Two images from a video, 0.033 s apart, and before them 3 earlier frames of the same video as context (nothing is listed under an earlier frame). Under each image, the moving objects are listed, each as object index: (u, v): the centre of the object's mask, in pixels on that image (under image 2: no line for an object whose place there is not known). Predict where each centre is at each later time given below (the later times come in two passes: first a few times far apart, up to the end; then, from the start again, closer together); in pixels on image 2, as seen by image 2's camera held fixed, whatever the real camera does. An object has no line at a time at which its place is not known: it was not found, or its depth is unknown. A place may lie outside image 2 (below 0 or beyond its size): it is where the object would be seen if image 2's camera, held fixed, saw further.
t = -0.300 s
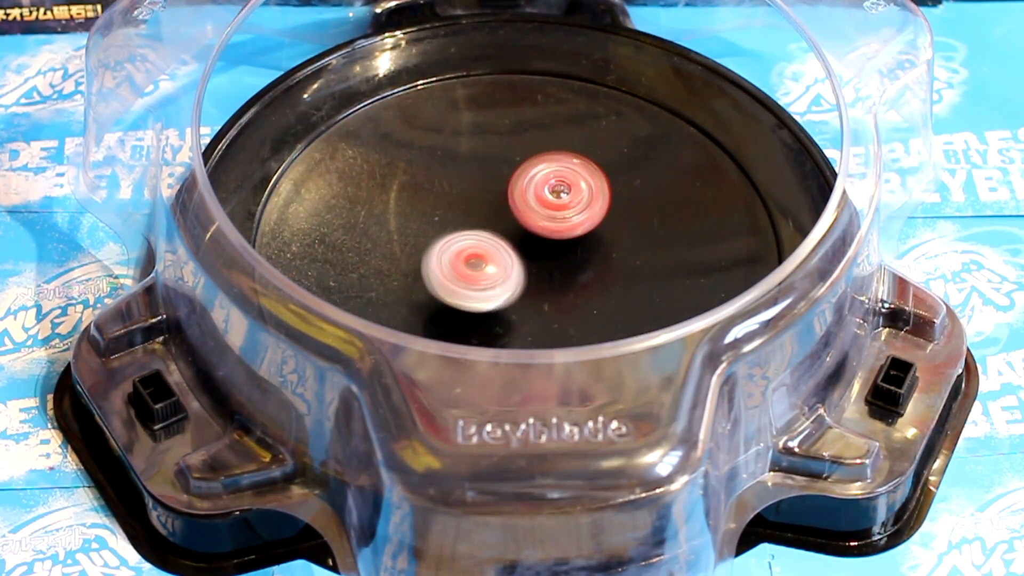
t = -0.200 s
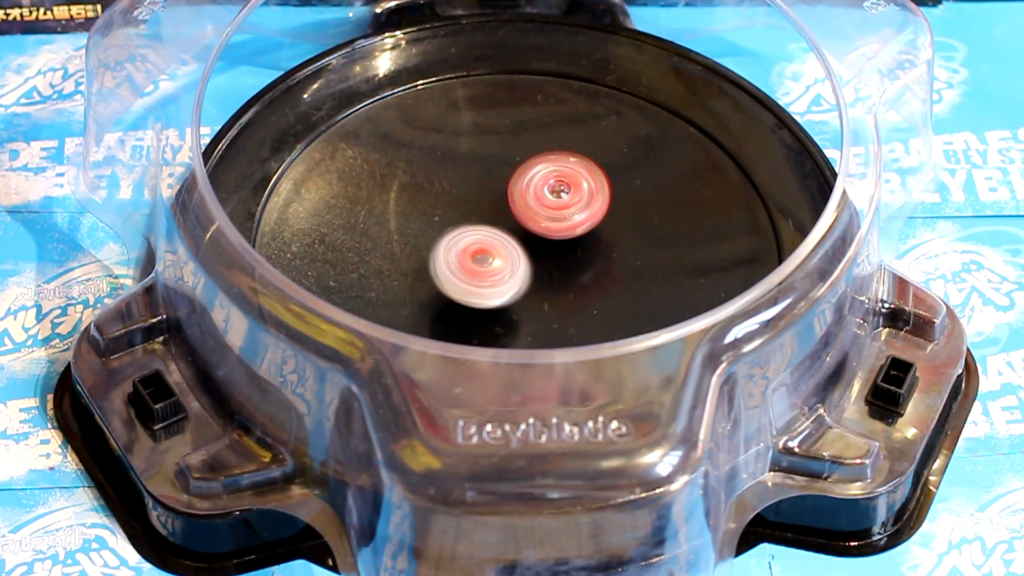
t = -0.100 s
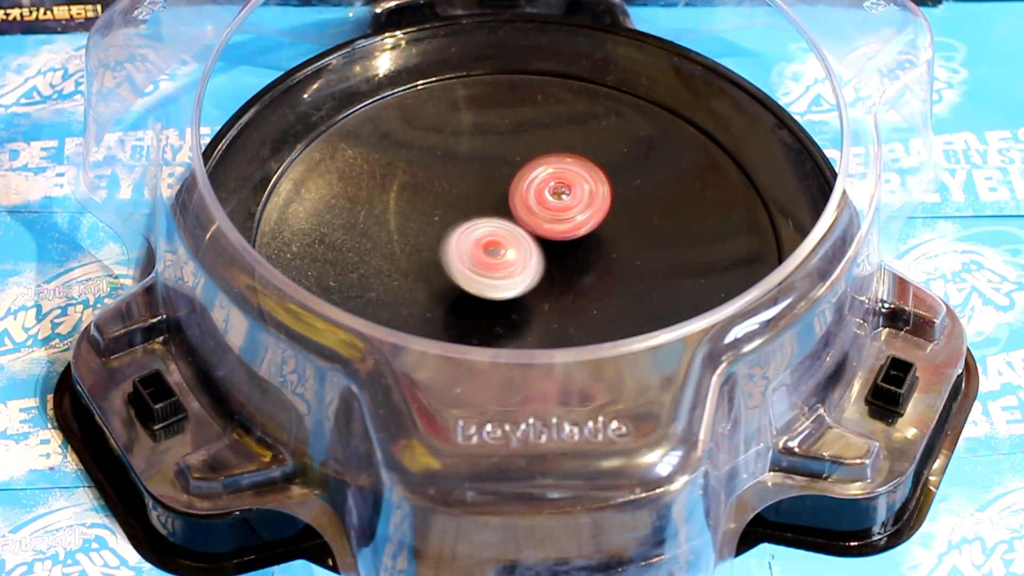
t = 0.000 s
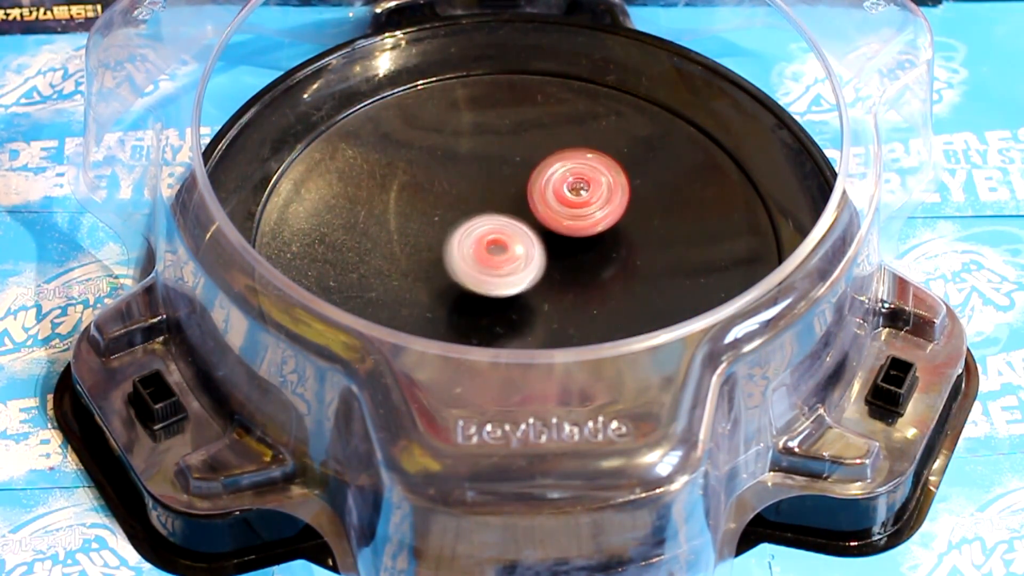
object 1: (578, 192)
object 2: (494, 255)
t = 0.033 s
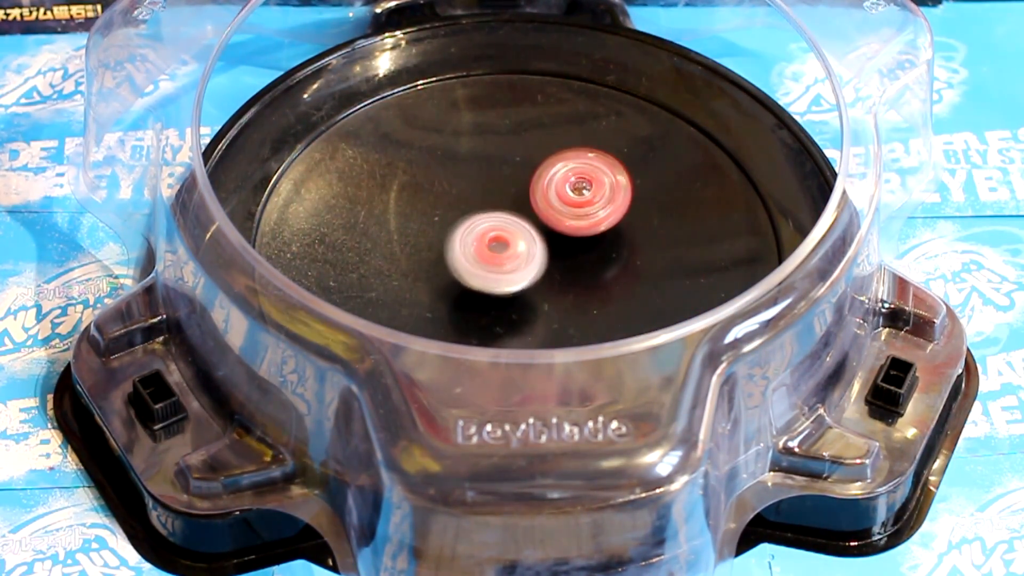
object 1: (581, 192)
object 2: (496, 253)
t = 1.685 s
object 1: (580, 260)
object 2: (464, 297)
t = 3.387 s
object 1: (485, 222)
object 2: (495, 320)
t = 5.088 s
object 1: (565, 242)
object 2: (493, 181)
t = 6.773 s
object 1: (547, 208)
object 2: (441, 247)
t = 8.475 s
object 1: (516, 214)
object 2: (485, 292)
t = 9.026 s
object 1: (598, 228)
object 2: (472, 219)
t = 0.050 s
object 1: (582, 192)
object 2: (497, 252)
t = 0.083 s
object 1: (584, 192)
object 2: (499, 250)
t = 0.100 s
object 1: (584, 192)
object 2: (501, 248)
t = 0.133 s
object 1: (586, 193)
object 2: (503, 246)
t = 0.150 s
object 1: (588, 193)
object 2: (502, 245)
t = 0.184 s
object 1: (604, 187)
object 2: (490, 249)
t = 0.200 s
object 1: (609, 186)
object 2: (486, 250)
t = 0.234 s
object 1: (616, 184)
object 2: (481, 250)
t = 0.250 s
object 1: (617, 184)
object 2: (479, 250)
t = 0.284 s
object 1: (616, 186)
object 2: (478, 250)
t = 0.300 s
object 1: (614, 187)
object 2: (478, 249)
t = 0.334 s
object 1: (609, 189)
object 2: (479, 249)
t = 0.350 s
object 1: (606, 189)
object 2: (480, 249)
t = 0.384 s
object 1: (599, 190)
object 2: (483, 249)
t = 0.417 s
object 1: (592, 190)
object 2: (486, 249)
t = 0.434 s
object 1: (588, 190)
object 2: (488, 249)
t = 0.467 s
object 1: (583, 191)
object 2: (491, 249)
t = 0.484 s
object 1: (581, 191)
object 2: (493, 249)
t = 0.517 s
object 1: (579, 191)
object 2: (496, 250)
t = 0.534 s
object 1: (579, 192)
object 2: (498, 250)
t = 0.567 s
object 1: (578, 193)
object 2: (501, 251)
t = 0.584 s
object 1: (578, 193)
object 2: (502, 251)
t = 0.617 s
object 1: (589, 190)
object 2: (495, 254)
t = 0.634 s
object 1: (596, 188)
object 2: (490, 257)
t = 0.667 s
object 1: (605, 187)
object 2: (483, 260)
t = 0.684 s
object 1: (606, 188)
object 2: (481, 261)
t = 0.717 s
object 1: (605, 191)
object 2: (481, 262)
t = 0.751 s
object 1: (604, 194)
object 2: (481, 263)
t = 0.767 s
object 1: (603, 195)
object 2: (481, 263)
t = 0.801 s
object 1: (600, 199)
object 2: (482, 264)
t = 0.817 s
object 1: (599, 201)
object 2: (483, 264)
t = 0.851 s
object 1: (596, 206)
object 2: (486, 265)
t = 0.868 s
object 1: (594, 209)
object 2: (487, 265)
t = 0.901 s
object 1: (591, 214)
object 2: (490, 266)
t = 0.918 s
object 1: (590, 216)
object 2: (491, 265)
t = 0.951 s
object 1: (586, 221)
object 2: (493, 266)
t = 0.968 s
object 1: (585, 223)
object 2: (494, 266)
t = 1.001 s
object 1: (589, 226)
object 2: (489, 268)
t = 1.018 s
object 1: (589, 228)
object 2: (487, 268)
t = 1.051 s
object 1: (588, 231)
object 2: (485, 268)
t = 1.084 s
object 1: (586, 235)
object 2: (484, 268)
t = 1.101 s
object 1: (590, 236)
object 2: (478, 268)
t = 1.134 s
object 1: (611, 237)
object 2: (454, 270)
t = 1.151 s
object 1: (618, 237)
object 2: (443, 271)
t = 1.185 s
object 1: (627, 238)
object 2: (426, 275)
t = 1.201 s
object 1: (628, 239)
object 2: (418, 279)
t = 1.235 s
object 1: (628, 241)
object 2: (409, 286)
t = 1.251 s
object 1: (628, 241)
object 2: (404, 290)
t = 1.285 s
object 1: (627, 242)
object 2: (398, 296)
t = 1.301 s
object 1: (626, 243)
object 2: (397, 298)
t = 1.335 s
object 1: (624, 244)
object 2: (397, 302)
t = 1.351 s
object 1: (622, 245)
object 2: (398, 303)
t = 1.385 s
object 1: (620, 246)
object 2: (401, 305)
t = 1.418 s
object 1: (617, 247)
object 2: (407, 306)
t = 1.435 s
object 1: (615, 248)
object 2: (410, 307)
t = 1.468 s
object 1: (612, 250)
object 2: (418, 307)
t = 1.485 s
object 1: (610, 251)
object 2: (420, 307)
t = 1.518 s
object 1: (606, 252)
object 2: (428, 307)
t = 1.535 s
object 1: (603, 254)
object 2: (432, 308)
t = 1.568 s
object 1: (599, 255)
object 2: (439, 306)
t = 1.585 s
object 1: (596, 256)
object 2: (442, 305)
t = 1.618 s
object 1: (591, 257)
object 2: (450, 303)
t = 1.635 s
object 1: (588, 258)
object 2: (454, 302)
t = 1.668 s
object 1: (583, 259)
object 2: (460, 298)
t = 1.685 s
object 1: (580, 260)
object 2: (464, 297)
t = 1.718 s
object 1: (574, 261)
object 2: (472, 293)
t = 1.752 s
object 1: (596, 258)
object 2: (451, 286)
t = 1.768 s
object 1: (623, 252)
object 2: (423, 284)
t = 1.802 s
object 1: (668, 244)
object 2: (381, 274)
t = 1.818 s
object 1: (684, 239)
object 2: (363, 269)
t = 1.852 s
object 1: (711, 230)
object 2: (339, 260)
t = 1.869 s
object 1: (720, 226)
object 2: (329, 257)
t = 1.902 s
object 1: (729, 215)
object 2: (317, 252)
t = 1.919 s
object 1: (730, 210)
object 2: (311, 250)
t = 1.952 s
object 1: (728, 201)
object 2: (306, 248)
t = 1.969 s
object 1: (725, 197)
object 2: (305, 247)
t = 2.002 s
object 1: (718, 192)
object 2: (306, 247)
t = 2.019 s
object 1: (714, 190)
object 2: (308, 247)
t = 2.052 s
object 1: (704, 187)
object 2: (312, 248)
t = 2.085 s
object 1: (693, 187)
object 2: (322, 250)
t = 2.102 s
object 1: (687, 187)
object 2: (327, 250)
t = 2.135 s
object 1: (674, 187)
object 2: (338, 252)
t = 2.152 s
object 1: (669, 188)
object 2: (344, 253)
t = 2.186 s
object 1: (657, 190)
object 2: (356, 254)
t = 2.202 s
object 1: (650, 191)
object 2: (362, 254)
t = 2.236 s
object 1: (638, 195)
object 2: (376, 252)
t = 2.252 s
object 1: (632, 196)
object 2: (386, 250)
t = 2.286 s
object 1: (620, 200)
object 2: (404, 245)
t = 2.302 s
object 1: (614, 201)
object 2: (414, 243)
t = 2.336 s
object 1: (603, 205)
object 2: (434, 235)
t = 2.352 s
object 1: (597, 207)
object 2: (441, 231)
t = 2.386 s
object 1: (588, 210)
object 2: (461, 223)
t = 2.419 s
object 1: (579, 214)
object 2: (477, 213)
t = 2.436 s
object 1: (586, 217)
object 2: (477, 205)
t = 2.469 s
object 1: (602, 225)
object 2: (473, 192)
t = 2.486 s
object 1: (609, 228)
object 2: (473, 185)
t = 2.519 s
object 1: (617, 233)
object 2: (473, 173)
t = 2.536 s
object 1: (619, 235)
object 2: (476, 167)
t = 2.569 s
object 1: (620, 237)
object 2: (480, 158)
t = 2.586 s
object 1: (620, 238)
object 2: (483, 154)
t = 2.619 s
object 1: (620, 240)
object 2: (489, 147)
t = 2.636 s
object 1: (619, 240)
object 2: (493, 145)
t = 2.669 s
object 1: (617, 242)
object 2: (500, 140)
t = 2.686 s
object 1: (616, 243)
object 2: (504, 139)
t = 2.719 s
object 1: (613, 244)
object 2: (511, 136)
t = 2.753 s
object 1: (610, 246)
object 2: (519, 136)
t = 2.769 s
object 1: (606, 247)
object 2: (526, 137)
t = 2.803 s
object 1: (597, 252)
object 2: (542, 142)
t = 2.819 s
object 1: (592, 254)
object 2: (549, 147)
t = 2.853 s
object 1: (583, 258)
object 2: (564, 157)
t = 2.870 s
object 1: (578, 260)
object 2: (571, 163)
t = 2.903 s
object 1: (567, 263)
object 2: (587, 178)
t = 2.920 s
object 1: (562, 264)
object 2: (596, 185)
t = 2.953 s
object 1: (551, 266)
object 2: (616, 201)
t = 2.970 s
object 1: (545, 267)
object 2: (624, 208)
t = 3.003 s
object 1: (534, 267)
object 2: (642, 223)
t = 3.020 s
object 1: (528, 267)
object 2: (648, 231)
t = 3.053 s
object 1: (517, 266)
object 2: (657, 244)
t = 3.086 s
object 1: (507, 263)
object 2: (660, 259)
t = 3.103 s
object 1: (502, 261)
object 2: (659, 266)
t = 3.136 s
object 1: (493, 257)
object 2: (653, 278)
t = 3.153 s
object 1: (490, 255)
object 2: (646, 285)
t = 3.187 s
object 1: (484, 250)
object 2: (631, 295)
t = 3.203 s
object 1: (482, 248)
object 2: (623, 300)
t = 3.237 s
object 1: (478, 242)
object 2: (602, 309)
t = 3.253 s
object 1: (477, 240)
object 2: (592, 312)
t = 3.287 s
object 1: (476, 235)
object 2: (568, 318)
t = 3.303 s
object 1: (477, 232)
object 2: (554, 320)
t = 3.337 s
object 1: (479, 228)
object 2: (531, 322)
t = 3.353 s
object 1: (481, 226)
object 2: (519, 322)
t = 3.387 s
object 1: (485, 222)
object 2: (495, 320)
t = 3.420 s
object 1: (491, 219)
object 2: (474, 315)
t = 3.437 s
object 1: (495, 218)
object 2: (466, 312)
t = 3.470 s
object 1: (503, 217)
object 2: (449, 303)
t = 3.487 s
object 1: (507, 216)
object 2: (442, 297)
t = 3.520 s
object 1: (516, 215)
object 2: (432, 283)
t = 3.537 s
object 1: (521, 216)
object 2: (429, 276)
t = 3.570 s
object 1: (529, 217)
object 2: (425, 261)
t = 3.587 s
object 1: (534, 218)
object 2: (423, 253)
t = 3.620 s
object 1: (542, 221)
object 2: (422, 237)
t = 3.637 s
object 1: (546, 222)
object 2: (423, 229)
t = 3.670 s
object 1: (553, 226)
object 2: (429, 214)
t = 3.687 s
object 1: (556, 228)
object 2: (435, 207)
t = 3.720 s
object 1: (562, 233)
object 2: (447, 194)
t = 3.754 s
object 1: (566, 238)
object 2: (462, 183)
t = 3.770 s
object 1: (567, 241)
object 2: (471, 178)
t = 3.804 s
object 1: (569, 246)
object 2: (489, 168)
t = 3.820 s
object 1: (569, 249)
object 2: (497, 166)
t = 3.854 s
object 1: (569, 254)
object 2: (515, 164)
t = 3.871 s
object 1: (568, 257)
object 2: (524, 164)
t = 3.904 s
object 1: (565, 262)
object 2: (543, 167)
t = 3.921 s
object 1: (563, 264)
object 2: (551, 169)
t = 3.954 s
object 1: (559, 268)
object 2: (568, 178)
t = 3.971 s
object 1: (557, 270)
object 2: (577, 182)
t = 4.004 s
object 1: (551, 272)
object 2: (593, 193)
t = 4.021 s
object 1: (548, 273)
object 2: (603, 199)
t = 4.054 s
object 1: (542, 273)
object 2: (618, 211)
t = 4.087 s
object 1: (535, 273)
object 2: (630, 225)
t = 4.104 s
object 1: (531, 272)
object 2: (634, 231)
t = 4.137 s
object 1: (525, 270)
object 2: (638, 246)
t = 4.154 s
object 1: (522, 269)
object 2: (638, 252)
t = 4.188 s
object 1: (515, 265)
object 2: (633, 266)
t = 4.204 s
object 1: (513, 263)
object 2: (629, 272)
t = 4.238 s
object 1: (508, 258)
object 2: (619, 285)
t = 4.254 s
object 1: (507, 256)
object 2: (612, 291)
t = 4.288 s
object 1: (504, 250)
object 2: (597, 303)
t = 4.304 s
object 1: (503, 247)
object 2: (588, 308)
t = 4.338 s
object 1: (503, 241)
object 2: (570, 315)
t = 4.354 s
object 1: (503, 238)
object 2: (559, 317)
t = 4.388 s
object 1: (505, 233)
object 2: (539, 319)
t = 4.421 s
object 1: (508, 229)
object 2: (519, 318)
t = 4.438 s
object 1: (509, 226)
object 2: (509, 316)
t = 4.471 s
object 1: (514, 223)
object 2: (491, 310)
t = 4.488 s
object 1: (516, 221)
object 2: (481, 306)
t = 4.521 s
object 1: (522, 219)
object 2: (465, 295)
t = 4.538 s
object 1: (525, 219)
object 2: (458, 289)
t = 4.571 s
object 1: (531, 218)
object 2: (445, 275)
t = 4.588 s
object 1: (534, 218)
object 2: (439, 266)
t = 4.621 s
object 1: (539, 218)
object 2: (432, 255)
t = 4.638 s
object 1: (541, 219)
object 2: (429, 252)
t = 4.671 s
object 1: (542, 219)
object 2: (427, 245)
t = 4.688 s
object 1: (544, 219)
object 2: (429, 242)
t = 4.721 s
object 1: (546, 221)
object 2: (429, 236)
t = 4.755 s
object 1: (549, 222)
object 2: (430, 231)
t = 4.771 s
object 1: (550, 222)
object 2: (431, 227)
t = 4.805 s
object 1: (552, 224)
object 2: (435, 222)
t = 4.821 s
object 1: (554, 224)
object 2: (436, 220)
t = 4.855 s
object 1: (555, 226)
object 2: (441, 215)
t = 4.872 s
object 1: (556, 226)
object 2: (445, 213)
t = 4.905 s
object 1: (558, 229)
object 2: (451, 209)
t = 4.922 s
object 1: (558, 230)
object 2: (452, 205)
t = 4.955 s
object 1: (560, 231)
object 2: (460, 200)
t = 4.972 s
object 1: (560, 233)
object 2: (464, 199)
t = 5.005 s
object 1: (561, 234)
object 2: (472, 194)
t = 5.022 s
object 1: (562, 236)
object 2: (477, 190)
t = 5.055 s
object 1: (563, 240)
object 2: (485, 185)
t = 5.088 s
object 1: (565, 242)
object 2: (493, 181)
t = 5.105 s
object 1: (565, 244)
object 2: (495, 178)
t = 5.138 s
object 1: (565, 247)
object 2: (502, 175)
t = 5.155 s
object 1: (565, 247)
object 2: (507, 175)
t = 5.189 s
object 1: (565, 251)
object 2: (514, 172)
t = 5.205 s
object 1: (564, 252)
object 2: (518, 169)
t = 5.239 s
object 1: (564, 253)
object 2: (526, 169)
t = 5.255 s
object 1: (563, 255)
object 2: (529, 171)
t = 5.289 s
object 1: (562, 256)
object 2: (536, 171)
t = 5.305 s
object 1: (562, 256)
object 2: (542, 171)
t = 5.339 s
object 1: (560, 258)
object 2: (549, 174)
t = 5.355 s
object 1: (558, 258)
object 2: (551, 175)
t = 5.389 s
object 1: (558, 259)
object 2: (557, 179)
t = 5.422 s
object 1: (555, 260)
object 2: (564, 182)
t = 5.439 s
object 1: (553, 261)
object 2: (568, 184)
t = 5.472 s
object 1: (547, 269)
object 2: (579, 181)
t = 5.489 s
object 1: (544, 273)
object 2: (583, 180)
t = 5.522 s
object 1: (538, 277)
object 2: (590, 180)
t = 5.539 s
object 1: (535, 278)
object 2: (593, 183)
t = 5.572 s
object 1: (530, 281)
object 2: (598, 186)
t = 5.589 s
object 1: (527, 282)
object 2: (601, 188)
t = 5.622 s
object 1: (522, 283)
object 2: (605, 193)
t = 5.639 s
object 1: (519, 284)
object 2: (605, 196)
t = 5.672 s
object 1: (514, 285)
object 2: (608, 202)
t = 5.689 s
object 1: (512, 284)
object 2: (611, 205)
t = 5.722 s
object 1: (508, 284)
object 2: (614, 212)
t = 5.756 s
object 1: (505, 284)
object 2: (616, 221)
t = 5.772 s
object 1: (503, 283)
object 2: (616, 225)
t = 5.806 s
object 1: (501, 282)
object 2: (617, 234)
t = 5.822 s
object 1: (500, 281)
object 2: (619, 238)
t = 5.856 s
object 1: (498, 280)
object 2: (619, 247)
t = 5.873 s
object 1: (497, 279)
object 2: (618, 251)
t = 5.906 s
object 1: (496, 277)
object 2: (617, 260)
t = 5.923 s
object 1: (495, 276)
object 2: (617, 265)
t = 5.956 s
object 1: (493, 274)
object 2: (615, 273)
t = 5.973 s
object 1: (492, 272)
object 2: (612, 277)
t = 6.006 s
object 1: (491, 269)
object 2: (609, 285)
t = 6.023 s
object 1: (490, 268)
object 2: (608, 289)
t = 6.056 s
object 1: (488, 263)
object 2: (603, 296)
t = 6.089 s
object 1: (488, 259)
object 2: (598, 302)
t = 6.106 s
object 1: (487, 257)
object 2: (594, 305)
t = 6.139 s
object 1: (486, 253)
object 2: (588, 310)
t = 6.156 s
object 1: (486, 250)
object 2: (585, 311)
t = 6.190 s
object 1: (487, 245)
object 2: (578, 314)
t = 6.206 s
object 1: (488, 243)
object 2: (574, 315)
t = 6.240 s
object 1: (488, 239)
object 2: (566, 317)
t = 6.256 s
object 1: (489, 237)
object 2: (563, 317)
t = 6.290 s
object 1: (492, 232)
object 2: (556, 317)
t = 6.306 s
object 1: (493, 230)
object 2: (551, 317)
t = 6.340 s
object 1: (495, 227)
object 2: (543, 317)
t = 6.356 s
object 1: (496, 225)
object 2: (540, 317)
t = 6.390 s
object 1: (501, 221)
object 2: (531, 315)
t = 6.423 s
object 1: (504, 218)
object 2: (523, 312)
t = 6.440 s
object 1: (506, 217)
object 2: (518, 311)
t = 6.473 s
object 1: (510, 213)
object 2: (508, 307)
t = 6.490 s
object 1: (513, 212)
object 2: (504, 305)
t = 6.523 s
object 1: (518, 210)
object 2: (495, 300)
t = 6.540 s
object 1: (519, 209)
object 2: (489, 297)
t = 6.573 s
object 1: (523, 208)
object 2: (480, 290)
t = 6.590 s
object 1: (526, 207)
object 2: (477, 287)
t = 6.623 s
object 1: (531, 206)
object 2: (470, 281)
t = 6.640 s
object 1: (533, 206)
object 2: (465, 277)
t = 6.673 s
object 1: (537, 207)
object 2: (458, 270)
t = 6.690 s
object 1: (538, 206)
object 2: (456, 266)
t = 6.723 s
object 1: (542, 206)
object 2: (449, 258)
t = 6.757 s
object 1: (546, 207)
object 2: (444, 250)
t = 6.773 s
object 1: (547, 208)
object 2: (441, 247)
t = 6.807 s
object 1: (550, 210)
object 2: (438, 241)
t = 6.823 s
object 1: (552, 210)
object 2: (437, 237)
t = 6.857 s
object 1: (555, 212)
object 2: (435, 231)
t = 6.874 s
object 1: (557, 213)
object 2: (435, 229)
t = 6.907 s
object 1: (560, 216)
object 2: (436, 224)
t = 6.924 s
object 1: (561, 217)
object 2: (436, 221)
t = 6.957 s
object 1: (564, 220)
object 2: (439, 216)
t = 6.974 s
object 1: (566, 221)
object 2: (441, 215)
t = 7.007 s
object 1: (569, 225)
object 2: (447, 212)
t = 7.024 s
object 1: (570, 227)
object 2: (449, 209)
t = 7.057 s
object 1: (571, 231)
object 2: (455, 205)
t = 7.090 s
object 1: (572, 235)
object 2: (462, 202)
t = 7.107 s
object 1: (573, 237)
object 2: (467, 200)
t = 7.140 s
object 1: (574, 241)
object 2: (476, 196)
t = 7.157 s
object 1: (574, 243)
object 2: (480, 195)
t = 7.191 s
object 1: (574, 247)
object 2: (490, 192)
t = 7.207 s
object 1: (573, 250)
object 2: (495, 189)
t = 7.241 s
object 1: (572, 253)
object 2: (504, 187)
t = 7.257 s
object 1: (572, 255)
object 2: (509, 187)
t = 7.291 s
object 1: (570, 259)
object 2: (519, 186)
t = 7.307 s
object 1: (569, 261)
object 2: (524, 185)
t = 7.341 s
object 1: (566, 264)
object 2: (534, 185)
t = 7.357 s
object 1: (565, 266)
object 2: (540, 185)
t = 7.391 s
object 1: (561, 269)
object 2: (550, 185)
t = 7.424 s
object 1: (558, 271)
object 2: (559, 186)
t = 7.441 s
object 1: (556, 272)
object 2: (563, 187)
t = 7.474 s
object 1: (553, 274)
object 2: (571, 189)
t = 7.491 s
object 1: (551, 276)
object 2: (575, 190)
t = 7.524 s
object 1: (547, 277)
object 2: (582, 194)
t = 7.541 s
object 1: (545, 277)
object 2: (586, 198)
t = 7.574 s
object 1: (540, 277)
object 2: (593, 202)
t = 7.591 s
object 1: (539, 277)
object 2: (596, 204)
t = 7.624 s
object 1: (535, 278)
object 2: (603, 210)
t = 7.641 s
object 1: (533, 278)
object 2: (606, 212)
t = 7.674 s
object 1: (529, 278)
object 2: (610, 217)
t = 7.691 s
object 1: (526, 278)
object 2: (611, 220)
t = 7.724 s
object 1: (522, 276)
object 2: (614, 227)
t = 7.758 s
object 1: (518, 274)
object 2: (615, 233)
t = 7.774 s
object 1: (516, 274)
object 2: (616, 236)
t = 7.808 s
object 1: (512, 272)
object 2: (616, 243)
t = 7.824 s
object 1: (511, 271)
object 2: (617, 247)
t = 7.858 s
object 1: (507, 268)
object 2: (616, 253)
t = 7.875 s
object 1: (505, 267)
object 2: (614, 256)
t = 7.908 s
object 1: (501, 264)
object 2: (611, 264)
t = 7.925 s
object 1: (499, 262)
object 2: (610, 267)
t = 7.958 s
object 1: (497, 258)
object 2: (606, 274)
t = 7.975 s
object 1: (496, 256)
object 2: (603, 277)
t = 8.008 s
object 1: (494, 252)
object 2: (598, 283)
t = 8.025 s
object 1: (493, 250)
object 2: (595, 285)
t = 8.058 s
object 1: (491, 246)
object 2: (589, 291)
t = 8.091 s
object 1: (491, 242)
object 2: (581, 295)
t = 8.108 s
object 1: (490, 240)
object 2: (578, 298)
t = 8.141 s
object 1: (490, 236)
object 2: (569, 301)
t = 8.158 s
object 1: (490, 234)
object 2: (565, 303)
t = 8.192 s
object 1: (492, 231)
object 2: (556, 306)
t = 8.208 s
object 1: (493, 229)
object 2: (552, 306)
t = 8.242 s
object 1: (495, 226)
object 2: (543, 307)
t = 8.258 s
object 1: (495, 225)
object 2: (539, 307)
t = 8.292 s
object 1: (498, 223)
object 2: (530, 307)
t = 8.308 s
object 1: (499, 222)
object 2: (525, 307)
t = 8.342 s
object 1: (502, 220)
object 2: (516, 305)
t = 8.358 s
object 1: (503, 219)
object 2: (513, 304)
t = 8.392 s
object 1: (506, 217)
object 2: (504, 302)
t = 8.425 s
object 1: (510, 216)
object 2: (496, 298)
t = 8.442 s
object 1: (512, 215)
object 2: (493, 296)
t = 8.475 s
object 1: (516, 214)
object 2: (485, 292)
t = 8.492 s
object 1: (518, 213)
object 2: (481, 289)
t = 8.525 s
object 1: (522, 213)
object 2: (475, 284)
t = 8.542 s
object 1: (524, 213)
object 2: (472, 281)
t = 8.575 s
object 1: (529, 213)
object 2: (466, 275)
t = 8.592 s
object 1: (533, 213)
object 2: (463, 273)
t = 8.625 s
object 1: (543, 212)
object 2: (454, 269)
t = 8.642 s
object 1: (547, 211)
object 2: (451, 266)
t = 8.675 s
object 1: (556, 211)
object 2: (446, 261)
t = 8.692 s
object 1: (560, 211)
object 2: (444, 259)
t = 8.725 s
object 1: (568, 212)
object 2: (441, 254)
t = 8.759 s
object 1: (575, 213)
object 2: (440, 250)
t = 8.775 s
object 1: (578, 213)
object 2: (439, 248)
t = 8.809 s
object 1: (584, 214)
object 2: (439, 245)
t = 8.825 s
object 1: (586, 215)
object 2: (440, 242)
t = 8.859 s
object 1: (589, 217)
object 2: (442, 239)
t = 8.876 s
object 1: (591, 217)
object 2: (445, 237)
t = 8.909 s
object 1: (594, 220)
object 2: (448, 233)
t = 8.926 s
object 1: (595, 221)
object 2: (450, 232)
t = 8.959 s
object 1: (596, 223)
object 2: (456, 229)
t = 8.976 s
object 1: (597, 224)
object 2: (459, 226)
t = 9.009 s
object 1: (598, 226)
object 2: (467, 222)
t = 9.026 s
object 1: (598, 228)
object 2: (472, 219)
